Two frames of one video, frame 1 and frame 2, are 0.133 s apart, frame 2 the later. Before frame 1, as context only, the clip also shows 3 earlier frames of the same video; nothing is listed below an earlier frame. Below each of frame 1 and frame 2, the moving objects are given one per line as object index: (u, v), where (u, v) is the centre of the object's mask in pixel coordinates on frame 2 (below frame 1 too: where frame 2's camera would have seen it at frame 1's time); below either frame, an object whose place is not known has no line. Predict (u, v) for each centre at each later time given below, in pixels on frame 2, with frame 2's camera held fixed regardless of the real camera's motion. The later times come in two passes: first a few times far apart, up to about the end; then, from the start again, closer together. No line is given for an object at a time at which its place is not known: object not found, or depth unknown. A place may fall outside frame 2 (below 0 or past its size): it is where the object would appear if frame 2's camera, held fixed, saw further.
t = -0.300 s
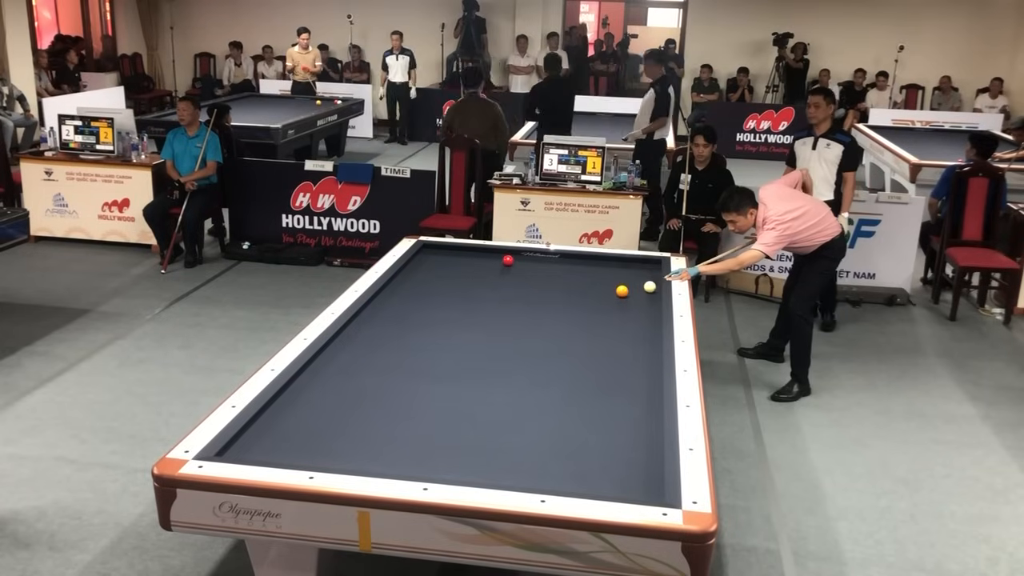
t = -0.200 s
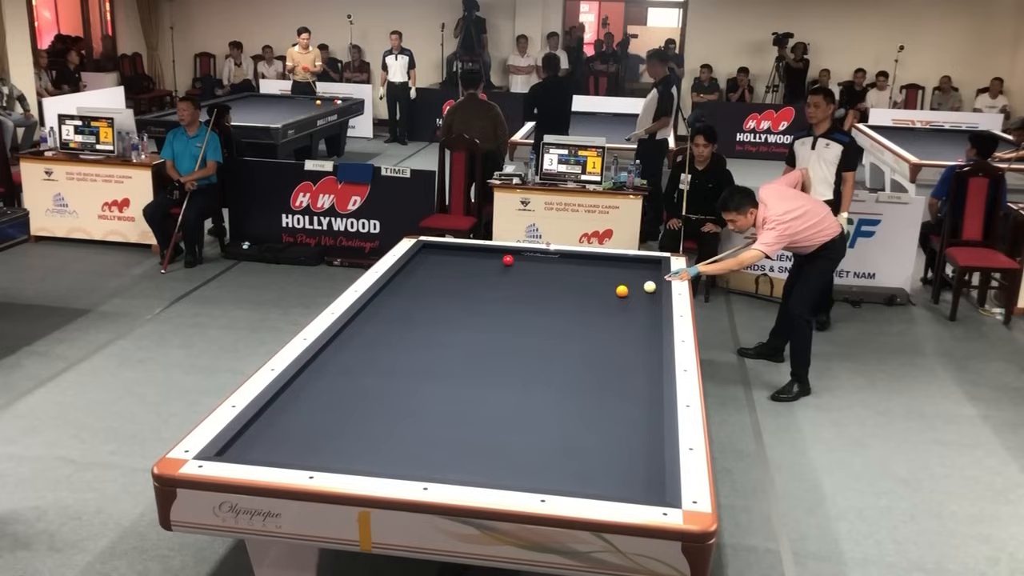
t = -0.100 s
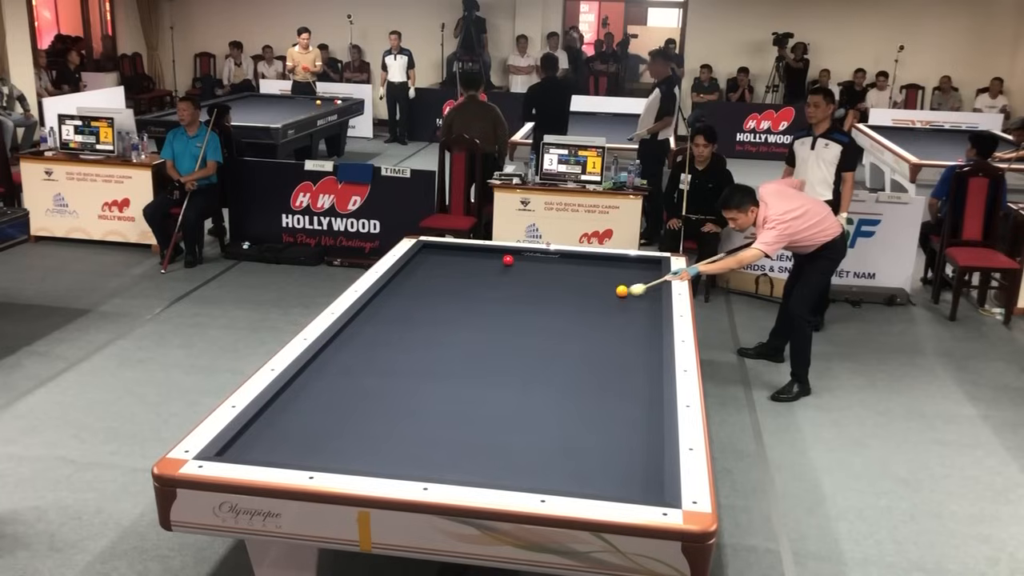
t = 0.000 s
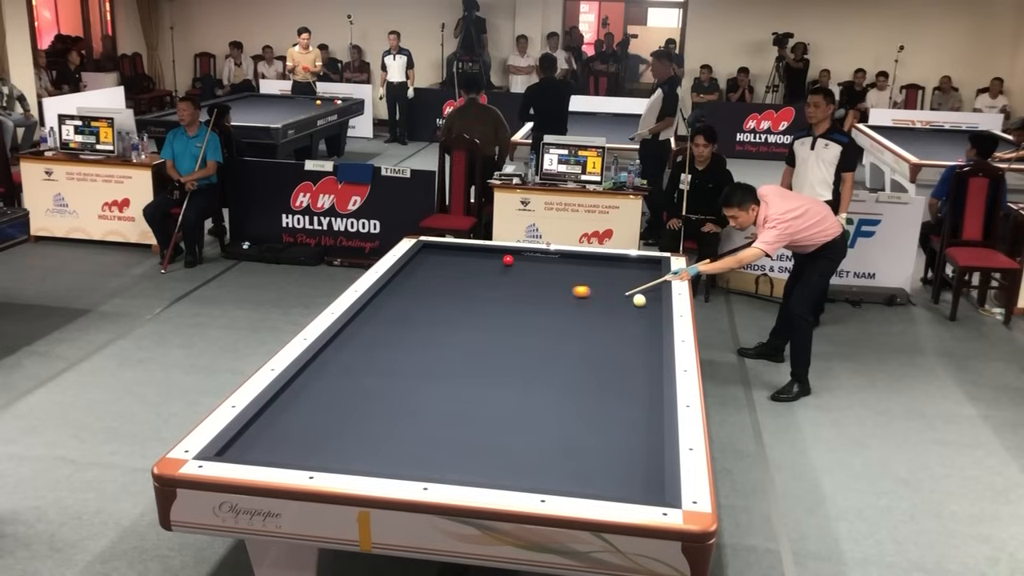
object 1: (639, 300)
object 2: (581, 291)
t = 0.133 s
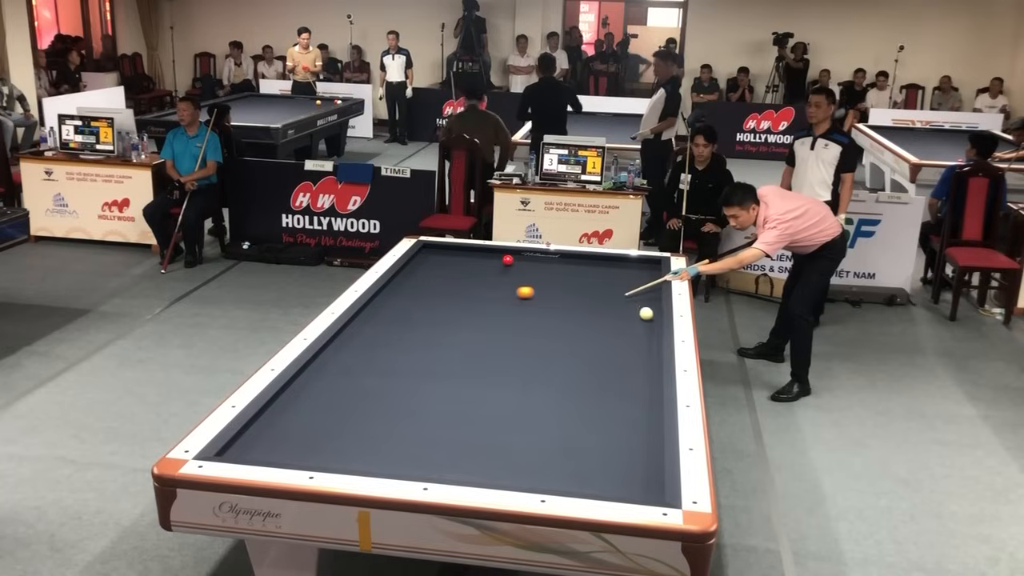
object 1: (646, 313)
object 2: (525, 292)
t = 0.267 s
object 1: (651, 326)
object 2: (473, 293)
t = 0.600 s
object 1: (654, 360)
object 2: (393, 298)
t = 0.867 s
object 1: (650, 391)
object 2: (450, 309)
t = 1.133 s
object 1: (646, 427)
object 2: (496, 320)
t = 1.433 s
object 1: (641, 477)
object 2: (551, 332)
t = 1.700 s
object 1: (615, 470)
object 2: (601, 344)
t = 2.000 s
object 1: (579, 438)
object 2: (652, 358)
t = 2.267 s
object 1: (552, 417)
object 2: (618, 359)
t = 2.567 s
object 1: (525, 396)
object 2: (586, 360)
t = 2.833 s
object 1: (503, 379)
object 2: (558, 362)
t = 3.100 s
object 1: (484, 364)
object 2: (530, 364)
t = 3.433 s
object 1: (462, 347)
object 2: (496, 367)
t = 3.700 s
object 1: (447, 335)
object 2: (469, 369)
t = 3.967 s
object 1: (432, 324)
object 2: (443, 370)
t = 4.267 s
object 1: (418, 312)
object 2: (414, 373)
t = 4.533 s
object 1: (405, 303)
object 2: (388, 374)
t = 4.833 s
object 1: (393, 293)
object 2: (359, 376)
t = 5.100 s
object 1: (393, 285)
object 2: (334, 378)
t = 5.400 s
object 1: (409, 277)
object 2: (307, 381)
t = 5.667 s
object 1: (423, 271)
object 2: (302, 383)
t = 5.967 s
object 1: (437, 264)
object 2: (312, 387)
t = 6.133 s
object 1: (444, 260)
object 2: (317, 389)
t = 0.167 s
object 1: (648, 317)
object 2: (511, 293)
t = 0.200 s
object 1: (649, 320)
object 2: (498, 293)
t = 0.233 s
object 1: (650, 323)
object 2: (486, 293)
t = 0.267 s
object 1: (651, 326)
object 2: (473, 293)
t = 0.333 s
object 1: (652, 333)
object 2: (449, 294)
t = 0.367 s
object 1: (653, 336)
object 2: (437, 294)
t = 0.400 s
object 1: (653, 339)
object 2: (426, 294)
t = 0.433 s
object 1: (654, 342)
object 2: (414, 294)
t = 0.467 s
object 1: (655, 346)
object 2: (403, 294)
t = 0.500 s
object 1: (655, 349)
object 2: (391, 295)
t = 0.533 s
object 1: (654, 352)
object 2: (380, 295)
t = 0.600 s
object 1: (654, 360)
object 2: (393, 298)
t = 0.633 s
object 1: (653, 363)
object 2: (402, 299)
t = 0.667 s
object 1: (653, 367)
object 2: (410, 301)
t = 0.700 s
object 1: (652, 371)
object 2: (417, 302)
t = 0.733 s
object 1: (652, 374)
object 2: (424, 303)
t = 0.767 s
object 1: (652, 378)
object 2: (431, 305)
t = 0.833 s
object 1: (651, 387)
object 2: (444, 307)
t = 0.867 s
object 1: (650, 391)
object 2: (450, 309)
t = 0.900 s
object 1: (650, 395)
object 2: (456, 310)
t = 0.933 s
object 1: (650, 399)
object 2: (462, 312)
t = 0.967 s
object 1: (649, 404)
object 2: (467, 313)
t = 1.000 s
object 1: (648, 408)
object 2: (473, 315)
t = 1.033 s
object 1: (648, 413)
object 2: (479, 316)
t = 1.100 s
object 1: (647, 423)
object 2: (490, 318)
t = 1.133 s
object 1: (646, 427)
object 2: (496, 320)
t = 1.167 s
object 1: (646, 433)
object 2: (502, 321)
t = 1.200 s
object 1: (645, 438)
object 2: (508, 323)
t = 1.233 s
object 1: (645, 443)
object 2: (514, 324)
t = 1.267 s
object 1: (644, 449)
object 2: (520, 325)
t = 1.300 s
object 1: (644, 454)
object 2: (526, 327)
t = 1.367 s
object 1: (642, 465)
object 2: (538, 330)
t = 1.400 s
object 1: (642, 471)
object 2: (544, 331)
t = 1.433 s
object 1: (641, 477)
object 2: (551, 332)
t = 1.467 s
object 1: (640, 483)
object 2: (557, 334)
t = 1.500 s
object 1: (640, 489)
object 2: (563, 335)
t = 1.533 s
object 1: (639, 492)
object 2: (569, 337)
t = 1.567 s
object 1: (633, 489)
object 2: (576, 339)
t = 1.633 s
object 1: (624, 480)
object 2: (589, 341)
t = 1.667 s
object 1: (619, 475)
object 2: (595, 343)
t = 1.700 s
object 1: (615, 470)
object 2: (601, 344)
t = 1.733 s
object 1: (610, 465)
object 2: (608, 346)
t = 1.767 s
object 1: (606, 461)
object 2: (614, 348)
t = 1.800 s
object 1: (602, 457)
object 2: (621, 349)
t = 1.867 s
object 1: (594, 450)
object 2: (634, 352)
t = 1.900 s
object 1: (590, 447)
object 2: (641, 354)
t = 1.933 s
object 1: (586, 444)
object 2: (648, 356)
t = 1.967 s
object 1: (583, 441)
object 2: (654, 357)
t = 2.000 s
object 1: (579, 438)
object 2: (652, 358)
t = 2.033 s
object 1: (575, 435)
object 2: (646, 358)
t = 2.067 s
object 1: (572, 433)
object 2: (641, 358)
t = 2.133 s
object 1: (565, 428)
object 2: (632, 358)
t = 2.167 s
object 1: (562, 425)
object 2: (629, 358)
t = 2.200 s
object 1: (558, 422)
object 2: (625, 358)
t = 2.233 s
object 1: (555, 420)
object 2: (622, 358)
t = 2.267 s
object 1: (552, 417)
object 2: (618, 359)
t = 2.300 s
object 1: (549, 415)
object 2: (614, 359)
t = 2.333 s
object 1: (546, 412)
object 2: (611, 359)
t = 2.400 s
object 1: (539, 408)
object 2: (604, 359)
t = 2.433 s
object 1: (536, 405)
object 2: (600, 360)
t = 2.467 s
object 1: (534, 403)
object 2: (596, 360)
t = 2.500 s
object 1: (531, 400)
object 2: (593, 360)
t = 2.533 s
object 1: (528, 398)
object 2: (589, 360)
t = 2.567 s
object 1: (525, 396)
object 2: (586, 360)
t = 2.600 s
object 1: (522, 394)
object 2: (582, 361)
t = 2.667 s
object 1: (516, 390)
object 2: (575, 361)
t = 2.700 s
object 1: (514, 387)
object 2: (572, 361)
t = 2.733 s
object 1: (511, 386)
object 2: (568, 362)
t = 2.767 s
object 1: (508, 383)
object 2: (565, 362)
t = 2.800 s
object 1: (506, 381)
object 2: (561, 362)
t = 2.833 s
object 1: (503, 379)
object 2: (558, 362)
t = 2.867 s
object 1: (501, 377)
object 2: (554, 362)
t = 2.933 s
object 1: (496, 373)
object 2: (547, 363)
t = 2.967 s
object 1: (493, 372)
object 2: (544, 363)
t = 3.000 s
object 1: (491, 370)
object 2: (540, 364)
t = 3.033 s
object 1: (489, 368)
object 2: (537, 364)
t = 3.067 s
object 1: (486, 366)
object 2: (534, 364)
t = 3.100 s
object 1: (484, 364)
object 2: (530, 364)
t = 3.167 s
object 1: (479, 361)
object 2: (523, 365)
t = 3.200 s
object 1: (477, 359)
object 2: (520, 365)
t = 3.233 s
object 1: (475, 357)
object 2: (517, 365)
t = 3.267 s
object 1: (473, 356)
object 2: (513, 366)
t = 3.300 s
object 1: (471, 354)
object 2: (510, 366)
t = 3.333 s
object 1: (469, 352)
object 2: (506, 366)
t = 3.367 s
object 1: (467, 350)
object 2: (503, 366)
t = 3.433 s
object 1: (462, 347)
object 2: (496, 367)
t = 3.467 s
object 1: (460, 346)
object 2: (493, 367)
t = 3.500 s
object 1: (458, 344)
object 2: (490, 367)
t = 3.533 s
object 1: (456, 342)
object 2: (486, 367)
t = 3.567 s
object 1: (454, 341)
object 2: (483, 368)
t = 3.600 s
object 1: (453, 339)
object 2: (479, 368)
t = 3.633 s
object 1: (451, 338)
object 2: (476, 368)
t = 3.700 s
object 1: (447, 335)
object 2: (469, 369)
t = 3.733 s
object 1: (445, 334)
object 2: (466, 369)
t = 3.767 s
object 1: (443, 332)
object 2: (463, 369)
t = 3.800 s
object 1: (441, 331)
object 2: (459, 369)
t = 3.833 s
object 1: (439, 329)
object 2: (456, 369)
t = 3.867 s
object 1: (438, 328)
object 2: (453, 370)
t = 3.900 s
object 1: (436, 326)
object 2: (450, 370)
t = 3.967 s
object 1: (432, 324)
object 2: (443, 370)
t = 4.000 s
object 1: (431, 322)
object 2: (439, 371)
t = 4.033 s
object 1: (429, 321)
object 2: (436, 371)
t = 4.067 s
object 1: (427, 320)
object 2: (433, 371)
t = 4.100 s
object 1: (426, 318)
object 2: (430, 371)
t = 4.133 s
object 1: (424, 317)
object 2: (427, 372)
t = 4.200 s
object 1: (421, 315)
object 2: (420, 372)
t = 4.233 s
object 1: (419, 314)
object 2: (417, 372)
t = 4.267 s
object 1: (418, 312)
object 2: (414, 373)
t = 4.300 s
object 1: (416, 311)
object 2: (410, 373)
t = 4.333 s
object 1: (415, 310)
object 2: (407, 373)
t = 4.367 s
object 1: (413, 308)
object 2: (404, 373)
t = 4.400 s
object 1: (411, 307)
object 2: (401, 373)
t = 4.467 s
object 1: (408, 305)
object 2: (394, 374)
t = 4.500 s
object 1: (407, 304)
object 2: (391, 374)
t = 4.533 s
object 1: (405, 303)
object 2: (388, 374)
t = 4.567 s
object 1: (404, 301)
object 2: (384, 375)
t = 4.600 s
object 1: (403, 300)
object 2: (381, 375)
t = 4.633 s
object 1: (401, 299)
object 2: (378, 375)
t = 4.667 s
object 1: (400, 298)
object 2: (375, 375)
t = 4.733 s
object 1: (397, 296)
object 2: (369, 376)
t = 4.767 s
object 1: (396, 295)
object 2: (366, 376)
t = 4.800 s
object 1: (394, 294)
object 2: (362, 376)
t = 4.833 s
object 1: (393, 293)
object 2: (359, 376)
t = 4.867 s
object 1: (392, 292)
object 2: (356, 377)
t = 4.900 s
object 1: (390, 291)
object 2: (353, 377)
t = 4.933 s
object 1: (389, 290)
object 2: (350, 377)
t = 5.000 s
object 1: (387, 288)
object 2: (344, 378)
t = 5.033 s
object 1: (388, 287)
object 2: (341, 378)
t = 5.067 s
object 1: (391, 286)
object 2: (337, 378)
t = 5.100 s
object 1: (393, 285)
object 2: (334, 378)
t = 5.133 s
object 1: (395, 284)
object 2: (331, 379)
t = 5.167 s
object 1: (396, 283)
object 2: (328, 379)
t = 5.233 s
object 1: (400, 281)
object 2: (322, 379)
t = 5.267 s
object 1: (402, 280)
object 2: (319, 379)
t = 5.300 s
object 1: (404, 280)
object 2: (316, 380)
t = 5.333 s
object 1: (406, 279)
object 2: (313, 380)
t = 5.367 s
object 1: (407, 278)
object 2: (310, 380)
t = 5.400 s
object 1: (409, 277)
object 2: (307, 381)
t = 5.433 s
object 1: (411, 276)
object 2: (304, 381)
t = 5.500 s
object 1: (415, 275)
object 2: (298, 381)
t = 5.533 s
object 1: (416, 274)
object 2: (297, 381)
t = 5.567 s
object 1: (418, 273)
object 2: (298, 382)
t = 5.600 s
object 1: (419, 272)
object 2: (300, 382)
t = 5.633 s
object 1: (421, 271)
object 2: (301, 382)
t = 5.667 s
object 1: (423, 271)
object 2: (302, 383)
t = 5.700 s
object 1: (424, 270)
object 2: (303, 383)
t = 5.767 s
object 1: (427, 268)
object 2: (305, 384)
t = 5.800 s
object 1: (429, 268)
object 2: (306, 385)
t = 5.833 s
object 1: (430, 267)
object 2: (307, 385)
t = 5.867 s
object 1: (432, 266)
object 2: (308, 385)
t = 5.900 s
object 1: (434, 265)
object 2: (309, 386)
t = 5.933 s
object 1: (435, 265)
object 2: (311, 386)
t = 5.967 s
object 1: (437, 264)
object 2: (312, 387)
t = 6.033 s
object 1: (440, 262)
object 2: (313, 387)
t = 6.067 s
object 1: (441, 262)
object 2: (315, 388)
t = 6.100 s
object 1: (442, 261)
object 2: (316, 388)
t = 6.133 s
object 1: (444, 260)
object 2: (317, 389)
